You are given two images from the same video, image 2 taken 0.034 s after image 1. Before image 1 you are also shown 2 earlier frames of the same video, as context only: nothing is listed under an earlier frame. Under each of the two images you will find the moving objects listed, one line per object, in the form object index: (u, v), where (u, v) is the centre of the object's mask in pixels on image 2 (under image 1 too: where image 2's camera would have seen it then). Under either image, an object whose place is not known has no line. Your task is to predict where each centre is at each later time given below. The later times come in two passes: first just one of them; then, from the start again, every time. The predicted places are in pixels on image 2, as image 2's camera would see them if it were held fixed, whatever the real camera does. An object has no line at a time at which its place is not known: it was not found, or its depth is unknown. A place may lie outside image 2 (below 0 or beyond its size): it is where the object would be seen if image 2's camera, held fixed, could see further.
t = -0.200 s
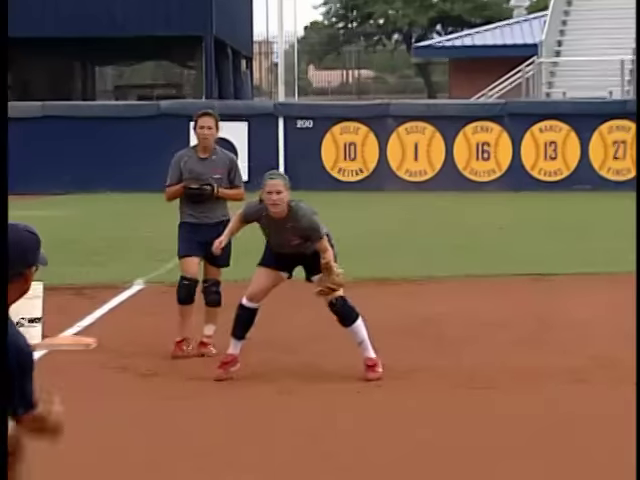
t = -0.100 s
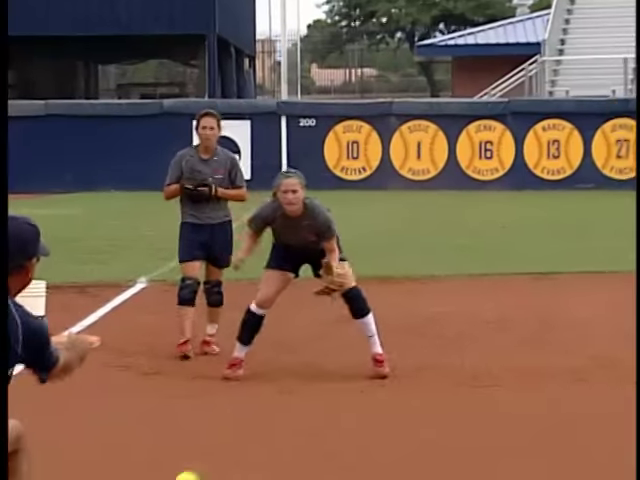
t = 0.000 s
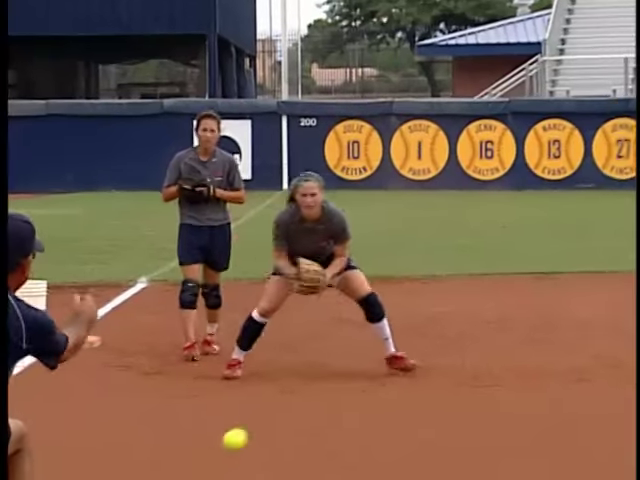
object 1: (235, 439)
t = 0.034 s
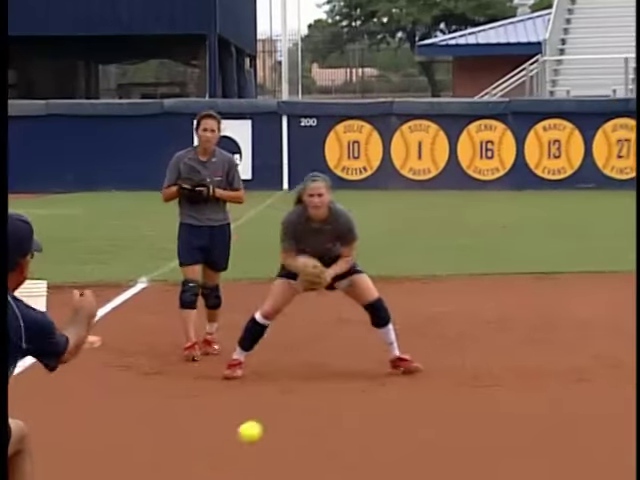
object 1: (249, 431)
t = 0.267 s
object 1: (337, 408)
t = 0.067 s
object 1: (264, 426)
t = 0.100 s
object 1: (277, 424)
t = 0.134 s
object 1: (290, 424)
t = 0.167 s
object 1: (303, 427)
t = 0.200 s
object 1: (315, 430)
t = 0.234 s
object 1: (327, 417)
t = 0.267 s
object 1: (337, 408)
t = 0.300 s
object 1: (347, 402)
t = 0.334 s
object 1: (357, 397)
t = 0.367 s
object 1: (367, 396)
